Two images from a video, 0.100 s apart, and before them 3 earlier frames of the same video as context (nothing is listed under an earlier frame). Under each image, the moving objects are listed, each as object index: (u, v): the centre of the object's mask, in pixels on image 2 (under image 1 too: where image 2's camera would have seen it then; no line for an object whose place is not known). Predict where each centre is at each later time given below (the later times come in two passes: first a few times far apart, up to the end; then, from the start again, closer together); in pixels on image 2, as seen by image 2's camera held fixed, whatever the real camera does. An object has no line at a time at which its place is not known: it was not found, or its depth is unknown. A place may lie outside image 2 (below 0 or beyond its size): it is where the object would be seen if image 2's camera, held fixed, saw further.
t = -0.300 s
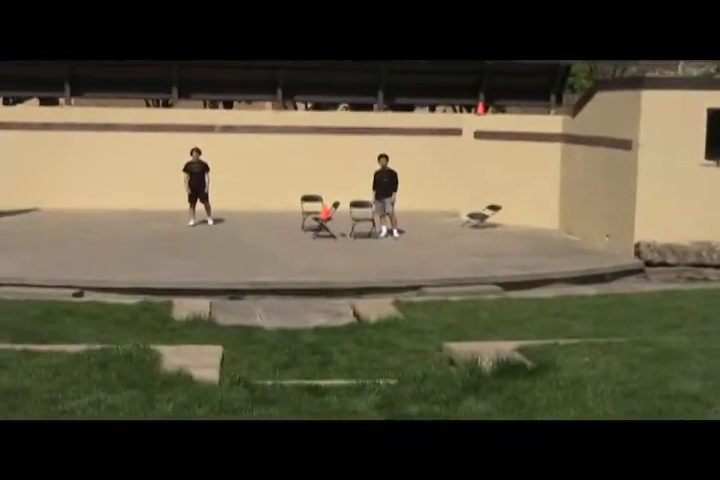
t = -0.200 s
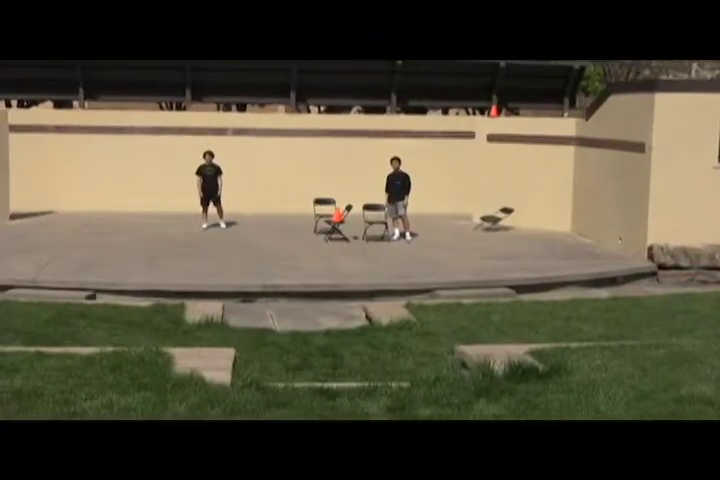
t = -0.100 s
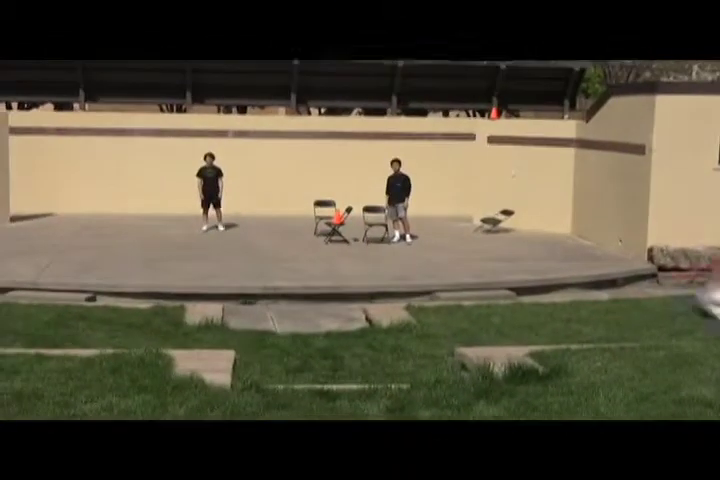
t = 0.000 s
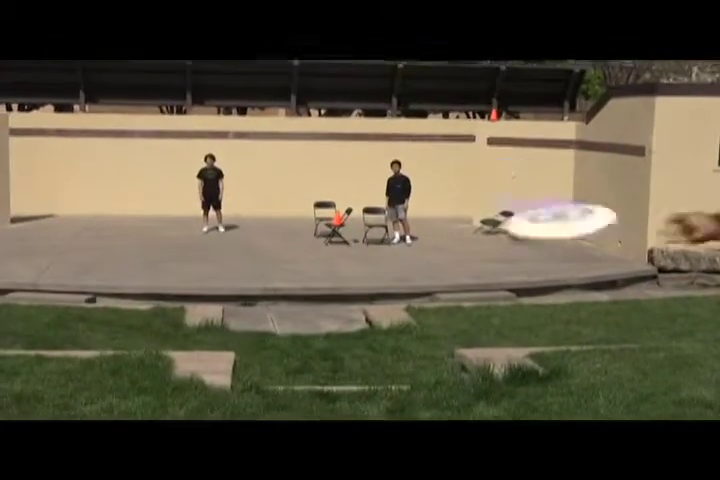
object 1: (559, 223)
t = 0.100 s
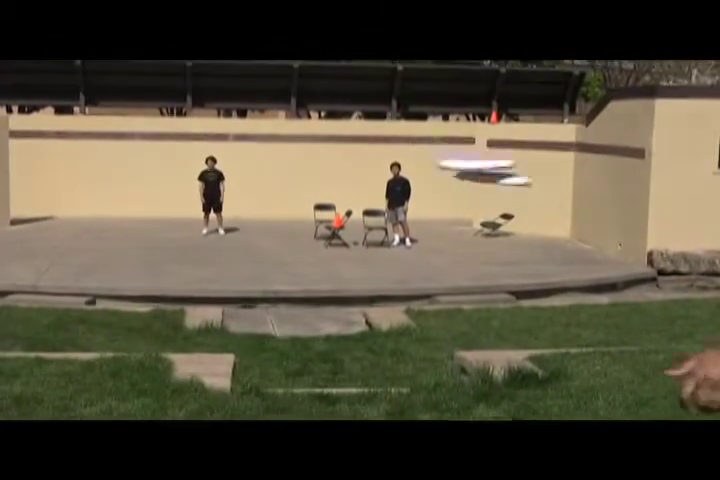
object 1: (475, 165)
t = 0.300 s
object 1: (390, 126)
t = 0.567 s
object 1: (332, 109)
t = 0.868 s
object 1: (294, 138)
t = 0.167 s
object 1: (440, 147)
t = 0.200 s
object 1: (425, 141)
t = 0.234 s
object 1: (411, 137)
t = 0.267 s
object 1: (401, 130)
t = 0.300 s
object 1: (390, 126)
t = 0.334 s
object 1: (381, 120)
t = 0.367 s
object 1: (372, 116)
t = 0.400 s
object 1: (364, 112)
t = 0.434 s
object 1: (357, 110)
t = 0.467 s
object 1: (350, 107)
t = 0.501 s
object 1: (343, 107)
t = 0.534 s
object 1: (337, 108)
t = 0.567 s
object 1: (332, 109)
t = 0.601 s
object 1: (326, 111)
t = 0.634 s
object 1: (321, 114)
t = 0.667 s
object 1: (316, 117)
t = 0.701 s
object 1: (312, 120)
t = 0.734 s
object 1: (310, 123)
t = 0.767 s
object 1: (303, 127)
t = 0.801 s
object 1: (301, 131)
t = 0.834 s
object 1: (297, 135)
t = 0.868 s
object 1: (294, 138)
